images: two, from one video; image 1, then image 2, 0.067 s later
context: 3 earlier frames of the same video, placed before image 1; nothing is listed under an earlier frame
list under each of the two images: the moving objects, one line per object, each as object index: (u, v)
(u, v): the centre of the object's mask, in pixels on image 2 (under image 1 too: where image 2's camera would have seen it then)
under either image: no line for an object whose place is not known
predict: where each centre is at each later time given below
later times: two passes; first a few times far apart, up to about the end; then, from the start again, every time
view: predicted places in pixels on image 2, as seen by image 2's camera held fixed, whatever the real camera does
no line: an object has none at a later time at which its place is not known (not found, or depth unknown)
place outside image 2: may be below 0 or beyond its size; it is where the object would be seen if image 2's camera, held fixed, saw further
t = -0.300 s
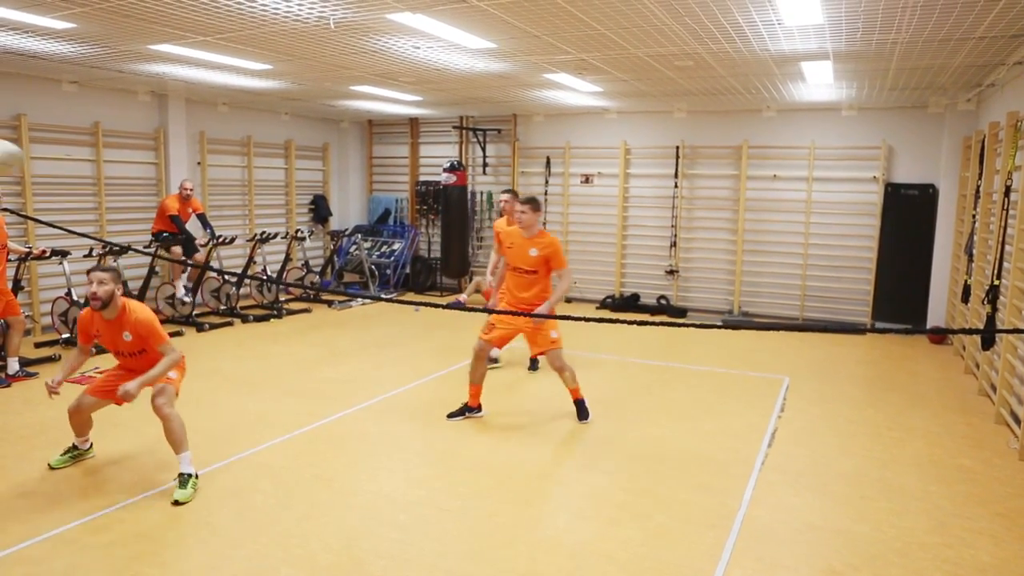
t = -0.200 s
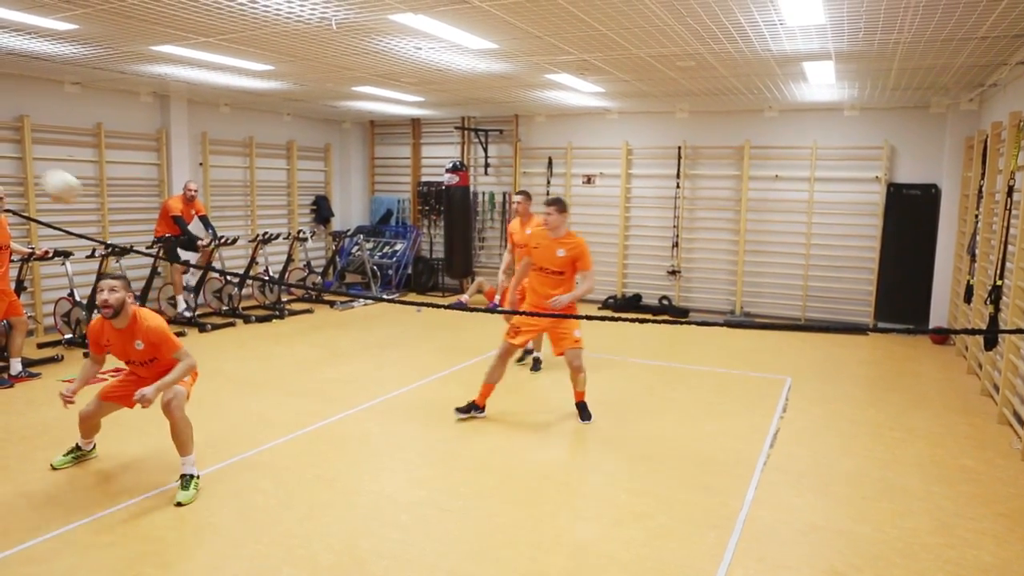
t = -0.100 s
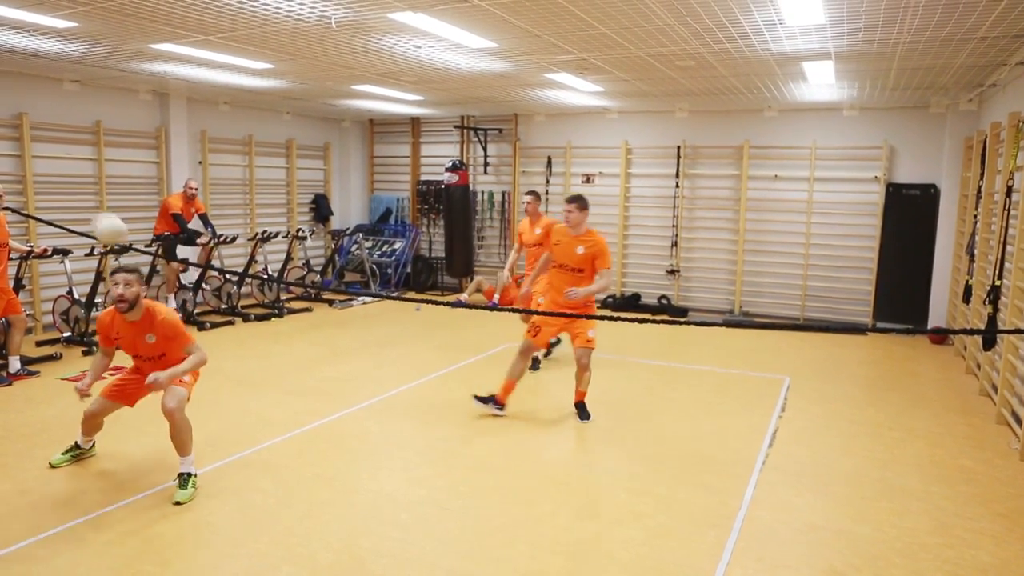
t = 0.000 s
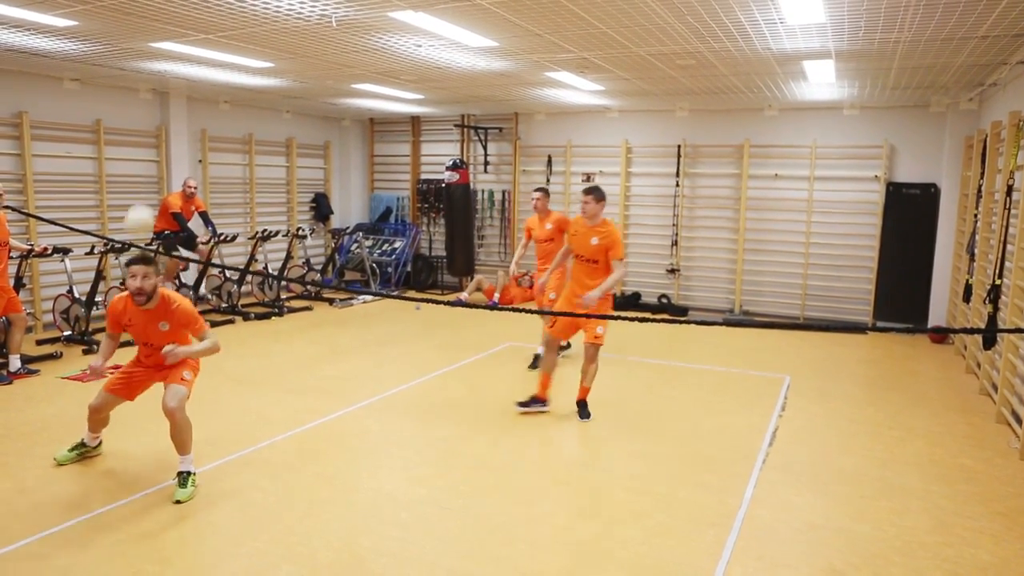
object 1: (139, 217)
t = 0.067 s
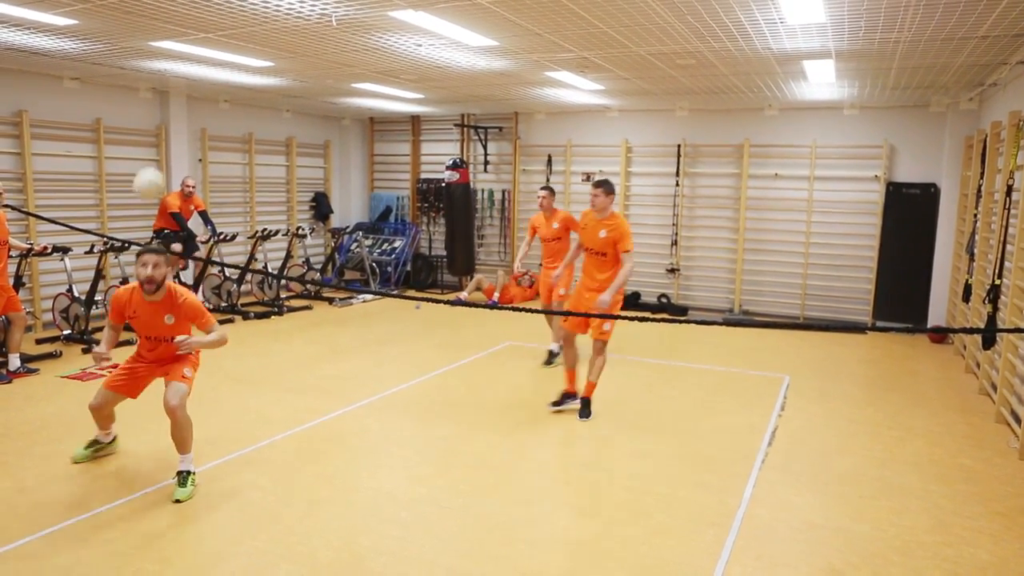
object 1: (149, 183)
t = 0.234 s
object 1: (176, 125)
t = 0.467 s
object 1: (223, 128)
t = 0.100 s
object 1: (154, 167)
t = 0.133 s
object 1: (159, 153)
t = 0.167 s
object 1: (165, 142)
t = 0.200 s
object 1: (171, 132)
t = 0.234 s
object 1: (176, 125)
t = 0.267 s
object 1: (183, 119)
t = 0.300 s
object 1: (190, 114)
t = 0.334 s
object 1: (196, 113)
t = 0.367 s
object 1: (203, 114)
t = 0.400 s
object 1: (209, 116)
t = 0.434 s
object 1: (216, 122)
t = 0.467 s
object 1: (223, 128)
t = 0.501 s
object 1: (230, 141)
